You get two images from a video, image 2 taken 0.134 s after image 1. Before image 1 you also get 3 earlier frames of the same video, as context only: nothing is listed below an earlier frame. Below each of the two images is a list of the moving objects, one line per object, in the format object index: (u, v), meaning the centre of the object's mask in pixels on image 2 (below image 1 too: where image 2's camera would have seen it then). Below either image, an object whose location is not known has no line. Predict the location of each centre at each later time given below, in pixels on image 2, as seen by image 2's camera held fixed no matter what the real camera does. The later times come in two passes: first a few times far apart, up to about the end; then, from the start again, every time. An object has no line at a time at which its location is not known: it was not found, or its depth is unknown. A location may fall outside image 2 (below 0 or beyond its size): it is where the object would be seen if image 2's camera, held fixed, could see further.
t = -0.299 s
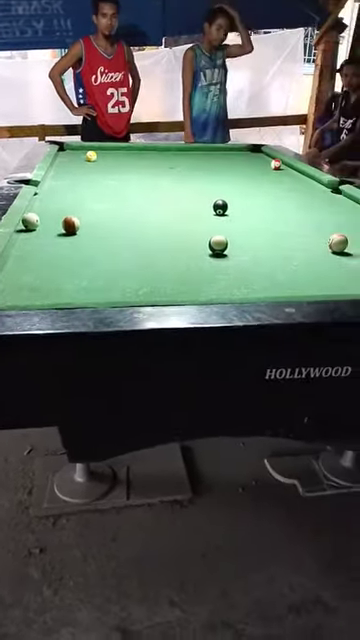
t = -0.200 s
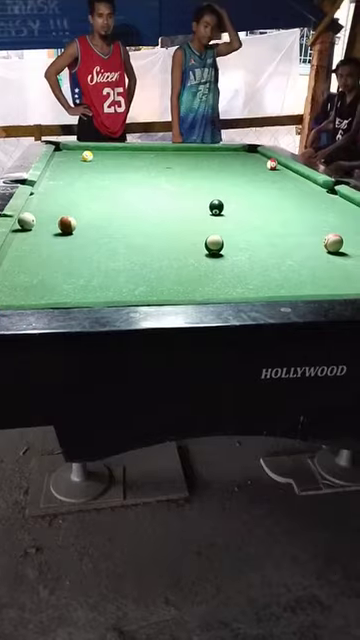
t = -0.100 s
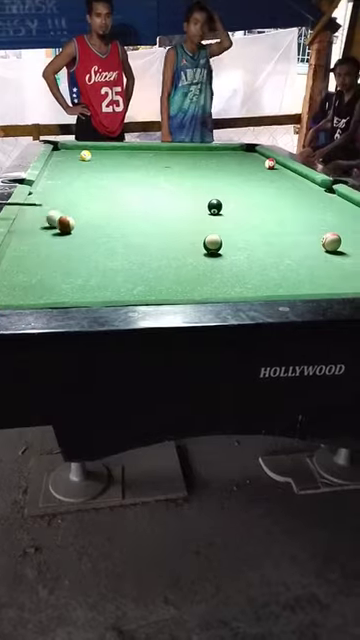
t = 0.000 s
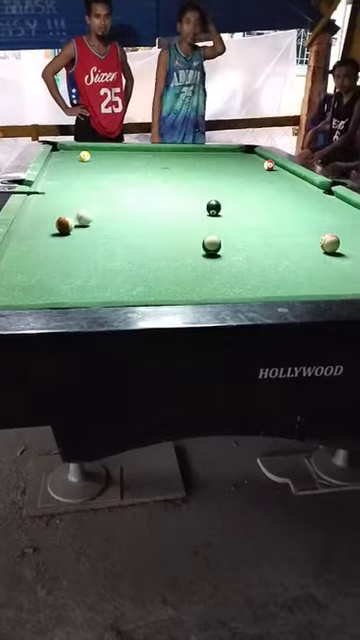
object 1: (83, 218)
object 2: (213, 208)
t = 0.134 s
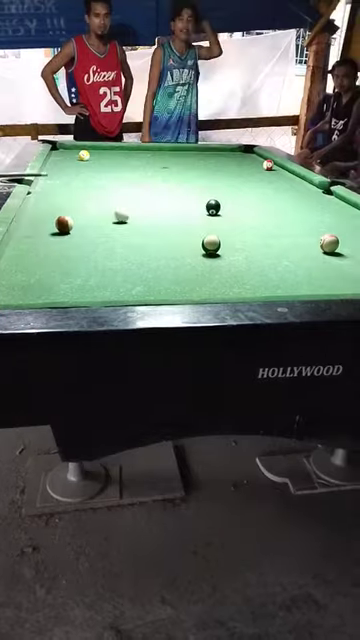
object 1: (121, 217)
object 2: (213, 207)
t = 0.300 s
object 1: (165, 215)
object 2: (213, 208)
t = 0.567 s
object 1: (206, 211)
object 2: (233, 205)
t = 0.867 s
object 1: (224, 211)
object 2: (269, 201)
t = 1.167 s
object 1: (239, 210)
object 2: (301, 197)
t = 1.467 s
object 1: (251, 210)
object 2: (329, 195)
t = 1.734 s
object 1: (260, 211)
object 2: (315, 193)
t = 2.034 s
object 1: (269, 211)
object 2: (296, 192)
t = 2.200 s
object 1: (273, 211)
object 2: (287, 192)
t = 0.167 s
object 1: (131, 216)
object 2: (213, 207)
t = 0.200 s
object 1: (139, 216)
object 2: (213, 208)
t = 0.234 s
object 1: (149, 215)
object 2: (213, 208)
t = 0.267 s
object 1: (157, 215)
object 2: (213, 208)
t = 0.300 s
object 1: (165, 215)
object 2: (213, 208)
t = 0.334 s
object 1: (174, 214)
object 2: (213, 208)
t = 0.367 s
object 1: (182, 213)
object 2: (213, 207)
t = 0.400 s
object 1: (190, 212)
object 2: (213, 208)
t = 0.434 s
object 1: (198, 212)
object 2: (213, 208)
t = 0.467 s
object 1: (200, 211)
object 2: (218, 207)
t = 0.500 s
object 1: (202, 212)
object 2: (224, 207)
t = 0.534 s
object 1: (204, 211)
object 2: (228, 206)
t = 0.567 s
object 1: (206, 211)
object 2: (233, 205)
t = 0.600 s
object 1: (208, 211)
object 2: (237, 205)
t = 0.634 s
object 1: (210, 211)
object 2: (241, 204)
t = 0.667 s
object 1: (212, 212)
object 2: (245, 204)
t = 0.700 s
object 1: (214, 211)
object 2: (249, 204)
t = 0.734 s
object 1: (216, 211)
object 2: (253, 203)
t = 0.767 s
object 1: (218, 211)
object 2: (257, 202)
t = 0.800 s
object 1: (220, 211)
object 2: (261, 202)
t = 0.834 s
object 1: (222, 211)
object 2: (265, 202)
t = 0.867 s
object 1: (224, 211)
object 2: (269, 201)
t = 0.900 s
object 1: (226, 211)
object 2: (273, 200)
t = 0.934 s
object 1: (227, 211)
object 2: (277, 200)
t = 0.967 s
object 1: (229, 211)
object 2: (280, 200)
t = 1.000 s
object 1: (231, 211)
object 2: (284, 199)
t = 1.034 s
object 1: (233, 211)
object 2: (287, 199)
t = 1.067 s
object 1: (234, 210)
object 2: (291, 199)
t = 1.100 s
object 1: (236, 209)
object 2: (294, 198)
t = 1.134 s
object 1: (237, 210)
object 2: (298, 198)
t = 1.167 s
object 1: (239, 210)
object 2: (301, 197)
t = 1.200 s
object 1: (240, 210)
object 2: (305, 197)
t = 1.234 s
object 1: (242, 210)
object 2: (308, 197)
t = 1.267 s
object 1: (243, 210)
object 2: (311, 197)
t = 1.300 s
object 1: (245, 210)
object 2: (314, 196)
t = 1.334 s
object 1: (246, 210)
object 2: (317, 196)
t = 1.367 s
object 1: (247, 210)
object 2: (320, 196)
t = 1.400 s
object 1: (248, 210)
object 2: (324, 195)
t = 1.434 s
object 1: (250, 210)
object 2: (326, 195)
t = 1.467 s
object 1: (251, 210)
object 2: (329, 195)
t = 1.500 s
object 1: (252, 210)
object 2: (331, 194)
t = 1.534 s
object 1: (254, 211)
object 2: (329, 194)
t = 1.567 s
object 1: (255, 211)
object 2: (326, 194)
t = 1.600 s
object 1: (256, 210)
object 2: (324, 194)
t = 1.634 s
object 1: (257, 211)
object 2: (323, 194)
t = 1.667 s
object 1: (258, 211)
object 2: (322, 193)
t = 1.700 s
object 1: (259, 211)
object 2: (318, 193)
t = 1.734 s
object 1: (260, 211)
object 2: (315, 193)
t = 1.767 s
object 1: (262, 211)
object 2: (313, 193)
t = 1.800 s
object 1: (262, 211)
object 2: (311, 193)
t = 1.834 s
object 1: (264, 211)
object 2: (309, 193)
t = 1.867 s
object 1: (264, 211)
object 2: (307, 193)
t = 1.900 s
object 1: (266, 211)
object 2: (305, 193)
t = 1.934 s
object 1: (266, 211)
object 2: (302, 193)
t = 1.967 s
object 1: (267, 211)
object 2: (300, 193)
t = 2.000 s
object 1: (268, 211)
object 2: (298, 192)
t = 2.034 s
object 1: (269, 211)
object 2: (296, 192)
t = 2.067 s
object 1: (270, 211)
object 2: (294, 192)
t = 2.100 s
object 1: (271, 211)
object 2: (292, 192)
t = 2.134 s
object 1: (271, 212)
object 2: (290, 192)
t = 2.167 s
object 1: (272, 211)
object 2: (289, 192)
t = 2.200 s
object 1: (273, 211)
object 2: (287, 192)
